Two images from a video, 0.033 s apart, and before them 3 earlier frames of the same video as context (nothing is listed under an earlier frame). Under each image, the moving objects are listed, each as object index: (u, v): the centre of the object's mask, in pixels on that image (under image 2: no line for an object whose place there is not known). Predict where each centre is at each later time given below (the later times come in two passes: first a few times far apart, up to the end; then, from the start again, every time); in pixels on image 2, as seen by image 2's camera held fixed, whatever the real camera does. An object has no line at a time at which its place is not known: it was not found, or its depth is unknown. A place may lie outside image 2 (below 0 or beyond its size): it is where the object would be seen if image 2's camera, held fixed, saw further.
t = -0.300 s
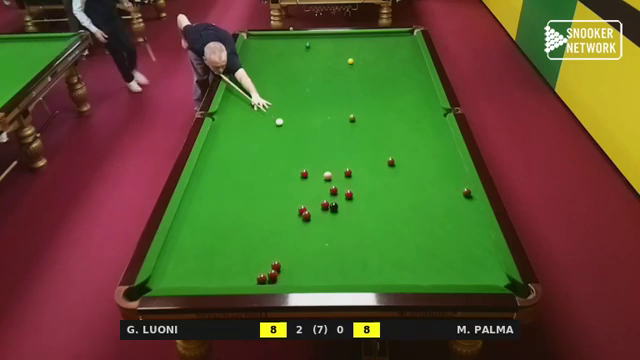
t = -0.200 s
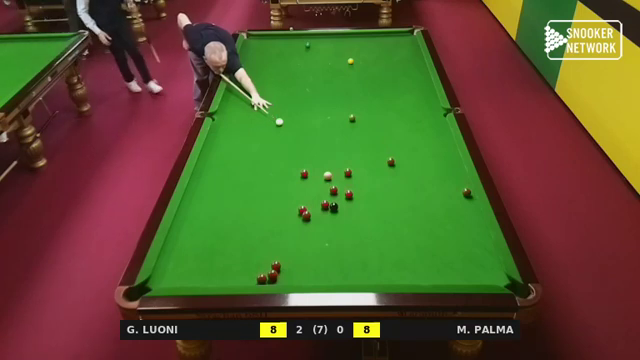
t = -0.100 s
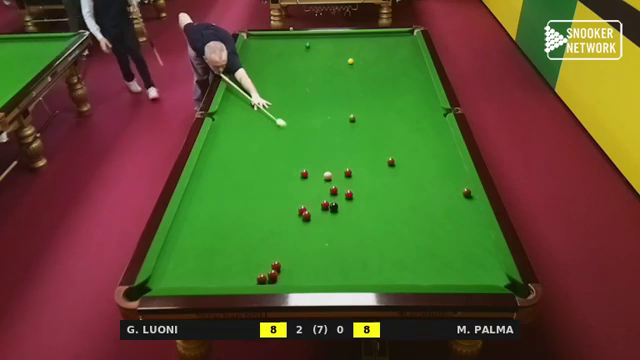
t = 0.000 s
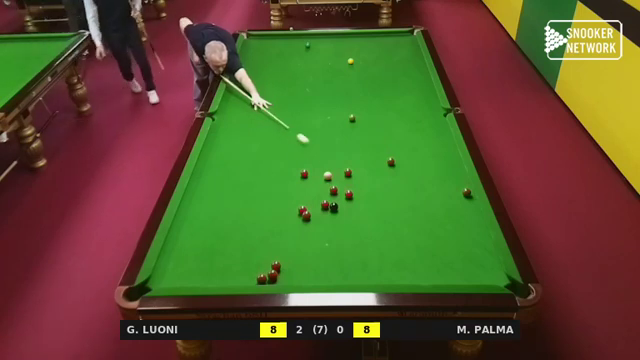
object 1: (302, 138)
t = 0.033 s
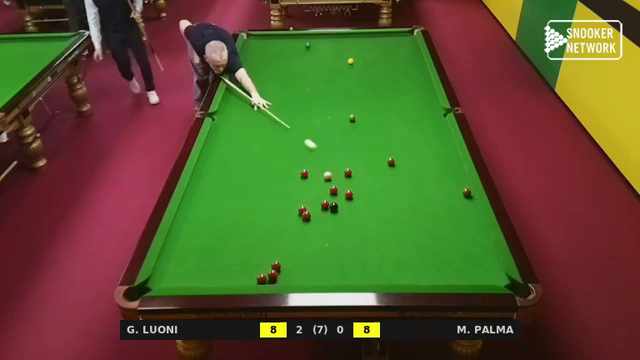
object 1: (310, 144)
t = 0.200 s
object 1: (342, 168)
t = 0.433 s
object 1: (342, 169)
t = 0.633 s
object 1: (342, 169)
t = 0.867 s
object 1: (342, 168)
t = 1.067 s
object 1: (342, 168)
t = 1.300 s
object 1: (342, 168)
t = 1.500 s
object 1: (342, 168)
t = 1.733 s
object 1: (342, 168)
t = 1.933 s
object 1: (342, 168)
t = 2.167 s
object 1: (342, 169)
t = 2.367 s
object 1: (342, 169)
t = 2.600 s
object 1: (342, 168)
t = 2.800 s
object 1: (342, 168)
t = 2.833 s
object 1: (342, 169)
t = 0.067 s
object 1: (317, 149)
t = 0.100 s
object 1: (325, 155)
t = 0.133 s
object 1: (333, 161)
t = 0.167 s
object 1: (340, 166)
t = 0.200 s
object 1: (342, 168)
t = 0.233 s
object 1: (342, 168)
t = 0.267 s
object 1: (342, 168)
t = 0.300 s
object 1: (342, 169)
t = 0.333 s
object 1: (342, 168)
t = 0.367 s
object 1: (342, 168)
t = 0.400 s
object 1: (342, 168)
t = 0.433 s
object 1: (342, 169)
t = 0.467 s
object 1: (342, 169)
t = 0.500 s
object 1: (342, 169)
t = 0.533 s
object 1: (342, 169)
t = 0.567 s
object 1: (342, 168)
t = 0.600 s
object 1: (342, 169)
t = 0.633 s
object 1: (342, 169)
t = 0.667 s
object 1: (342, 169)
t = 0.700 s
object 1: (342, 169)
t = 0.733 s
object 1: (342, 168)
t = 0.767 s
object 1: (342, 168)
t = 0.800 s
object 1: (342, 168)
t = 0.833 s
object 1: (342, 168)
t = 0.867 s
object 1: (342, 168)
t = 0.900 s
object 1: (342, 168)
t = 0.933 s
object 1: (342, 168)
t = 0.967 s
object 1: (342, 168)
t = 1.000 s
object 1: (342, 168)
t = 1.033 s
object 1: (342, 168)
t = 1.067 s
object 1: (342, 168)
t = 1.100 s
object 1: (342, 168)
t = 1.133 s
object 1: (342, 168)
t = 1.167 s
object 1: (342, 168)
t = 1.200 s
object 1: (342, 168)
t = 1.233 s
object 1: (342, 168)
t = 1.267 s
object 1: (342, 168)
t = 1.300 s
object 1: (342, 168)
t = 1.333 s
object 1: (342, 168)
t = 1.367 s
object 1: (342, 168)
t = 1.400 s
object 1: (342, 169)
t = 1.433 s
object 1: (342, 169)
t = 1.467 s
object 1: (342, 169)
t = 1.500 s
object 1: (342, 168)
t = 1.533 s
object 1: (342, 169)
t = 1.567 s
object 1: (342, 168)
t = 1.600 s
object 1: (342, 168)
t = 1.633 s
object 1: (342, 168)
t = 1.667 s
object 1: (342, 168)
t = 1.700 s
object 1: (342, 168)
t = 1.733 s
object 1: (342, 168)
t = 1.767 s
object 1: (342, 168)
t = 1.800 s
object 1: (342, 168)
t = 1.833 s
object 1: (342, 168)
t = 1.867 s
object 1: (342, 168)
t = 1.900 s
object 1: (342, 168)
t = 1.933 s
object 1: (342, 168)
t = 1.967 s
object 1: (342, 169)
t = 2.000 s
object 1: (342, 168)
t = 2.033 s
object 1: (342, 169)
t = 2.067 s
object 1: (342, 168)
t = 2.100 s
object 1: (342, 168)
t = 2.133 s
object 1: (342, 168)
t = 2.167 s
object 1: (342, 169)
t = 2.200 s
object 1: (342, 168)
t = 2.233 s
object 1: (342, 168)
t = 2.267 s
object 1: (342, 168)
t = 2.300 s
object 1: (342, 168)
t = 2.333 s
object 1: (342, 168)
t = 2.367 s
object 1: (342, 169)
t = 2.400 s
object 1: (342, 168)
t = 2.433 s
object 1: (342, 169)
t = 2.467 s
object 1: (342, 168)
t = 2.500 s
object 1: (342, 168)
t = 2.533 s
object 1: (342, 169)
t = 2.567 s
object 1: (342, 168)
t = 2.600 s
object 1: (342, 168)
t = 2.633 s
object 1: (342, 168)
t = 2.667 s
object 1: (342, 168)
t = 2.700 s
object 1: (342, 168)
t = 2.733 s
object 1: (342, 168)
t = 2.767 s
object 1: (342, 168)
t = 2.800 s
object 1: (342, 168)
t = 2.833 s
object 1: (342, 169)
